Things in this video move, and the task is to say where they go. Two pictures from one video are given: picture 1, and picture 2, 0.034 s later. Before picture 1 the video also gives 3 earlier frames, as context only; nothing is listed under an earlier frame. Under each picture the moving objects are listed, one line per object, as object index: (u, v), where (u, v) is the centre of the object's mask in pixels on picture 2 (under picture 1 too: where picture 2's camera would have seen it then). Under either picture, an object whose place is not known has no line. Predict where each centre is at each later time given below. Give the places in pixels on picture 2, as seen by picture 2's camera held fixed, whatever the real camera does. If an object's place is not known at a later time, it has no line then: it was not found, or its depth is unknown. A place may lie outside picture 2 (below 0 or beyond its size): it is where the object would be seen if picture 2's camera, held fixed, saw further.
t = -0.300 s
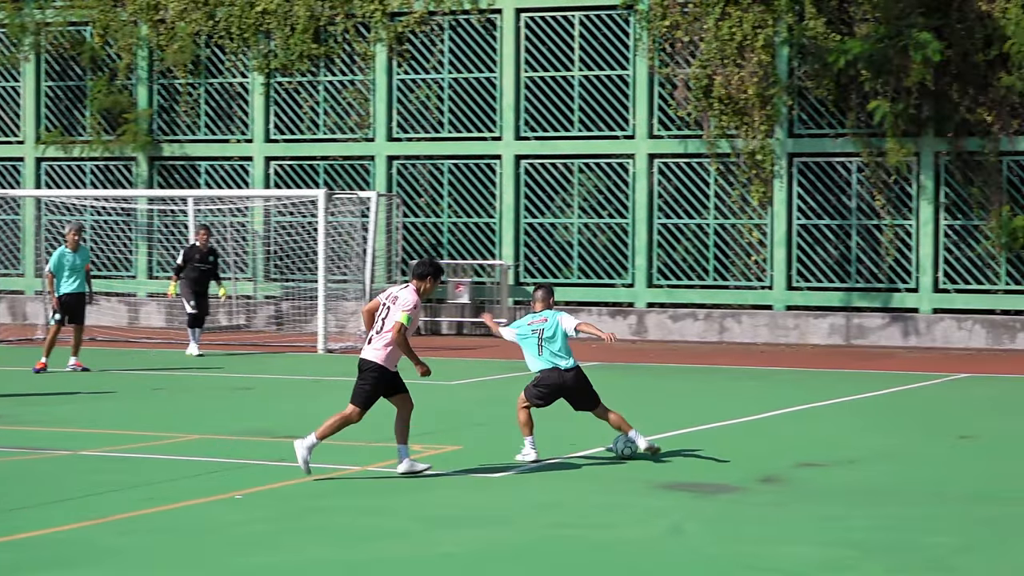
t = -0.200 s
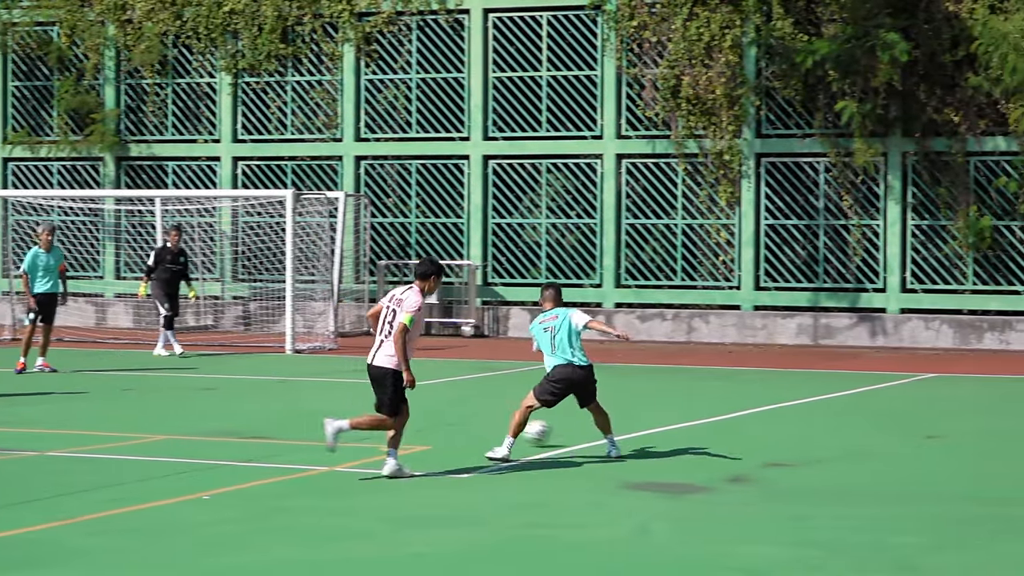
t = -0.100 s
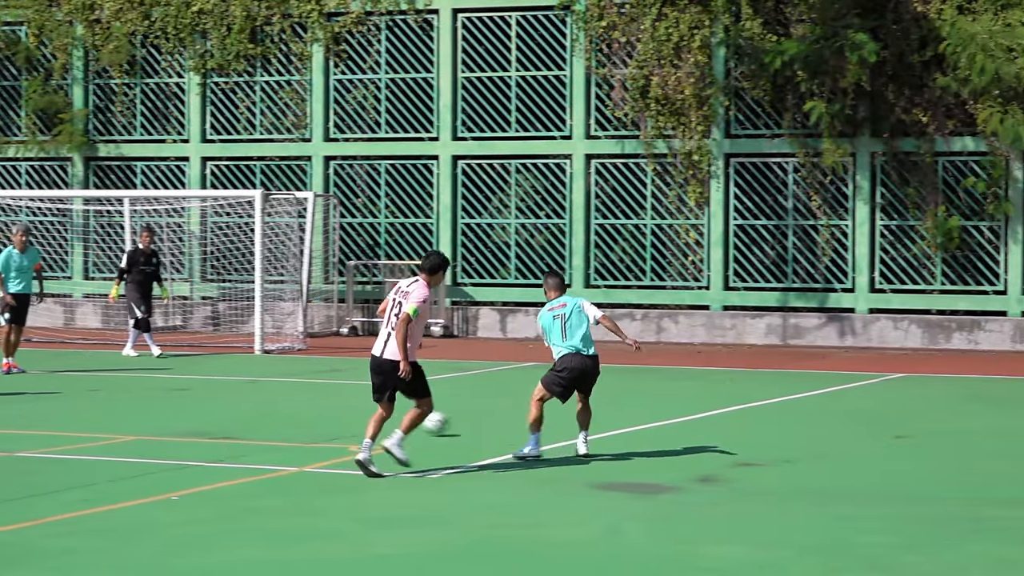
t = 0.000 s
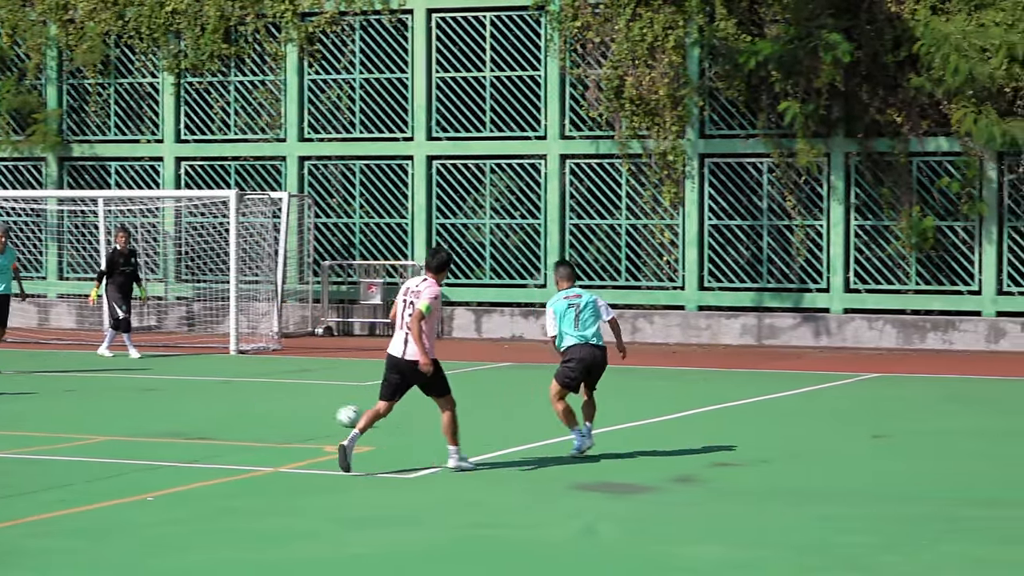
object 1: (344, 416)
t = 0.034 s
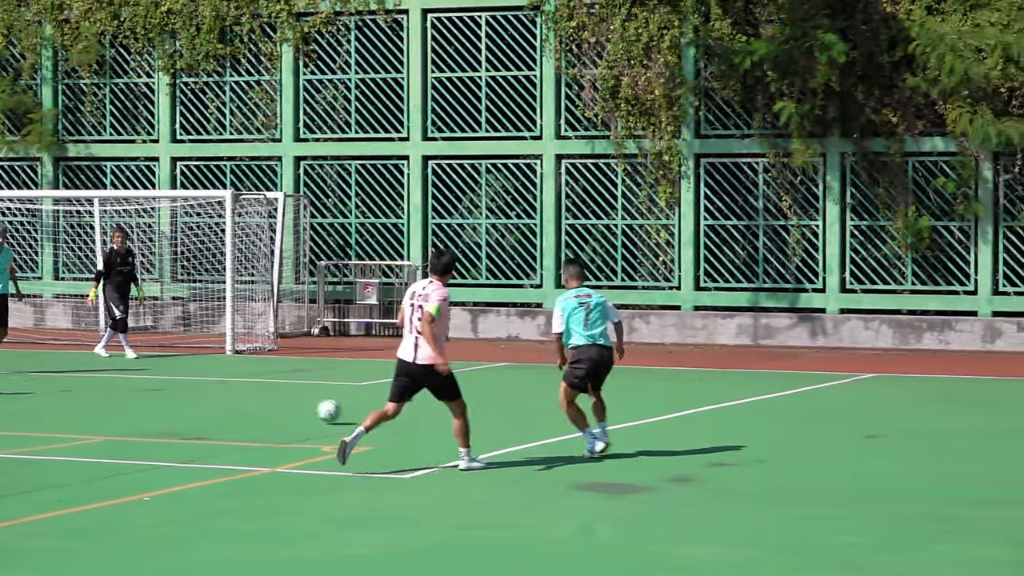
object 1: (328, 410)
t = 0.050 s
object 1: (320, 408)
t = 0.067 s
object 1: (312, 406)
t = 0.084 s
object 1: (303, 404)
